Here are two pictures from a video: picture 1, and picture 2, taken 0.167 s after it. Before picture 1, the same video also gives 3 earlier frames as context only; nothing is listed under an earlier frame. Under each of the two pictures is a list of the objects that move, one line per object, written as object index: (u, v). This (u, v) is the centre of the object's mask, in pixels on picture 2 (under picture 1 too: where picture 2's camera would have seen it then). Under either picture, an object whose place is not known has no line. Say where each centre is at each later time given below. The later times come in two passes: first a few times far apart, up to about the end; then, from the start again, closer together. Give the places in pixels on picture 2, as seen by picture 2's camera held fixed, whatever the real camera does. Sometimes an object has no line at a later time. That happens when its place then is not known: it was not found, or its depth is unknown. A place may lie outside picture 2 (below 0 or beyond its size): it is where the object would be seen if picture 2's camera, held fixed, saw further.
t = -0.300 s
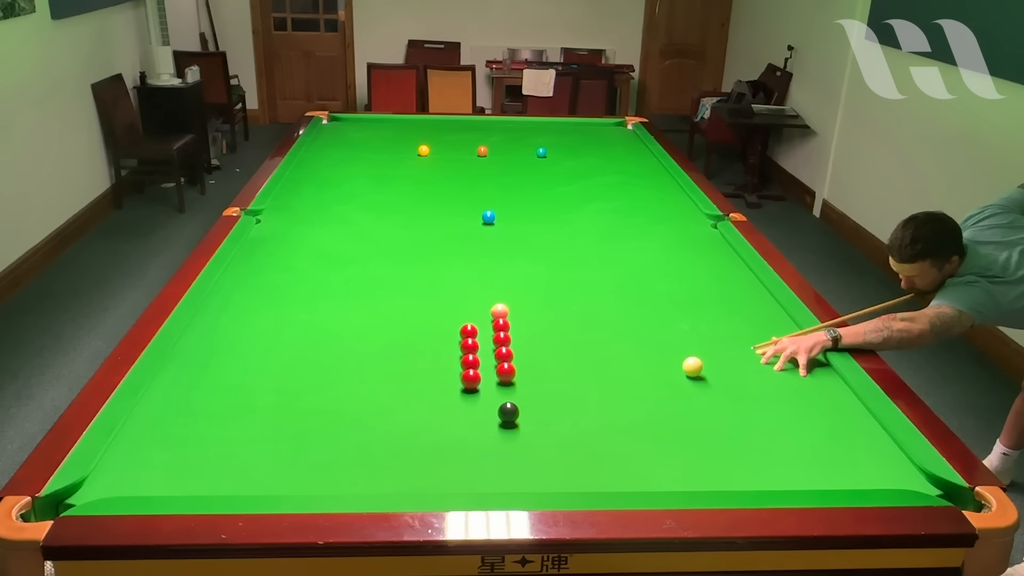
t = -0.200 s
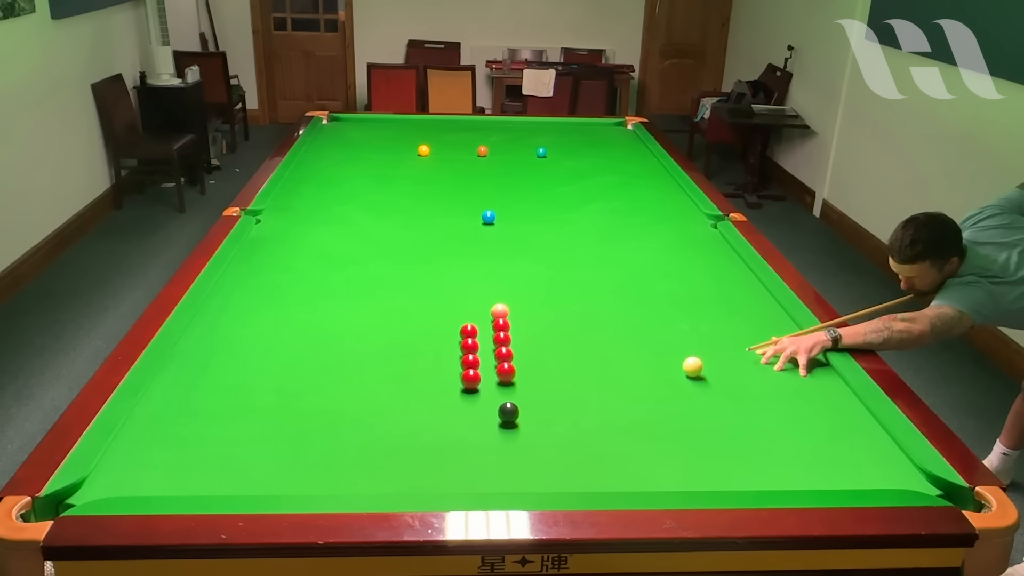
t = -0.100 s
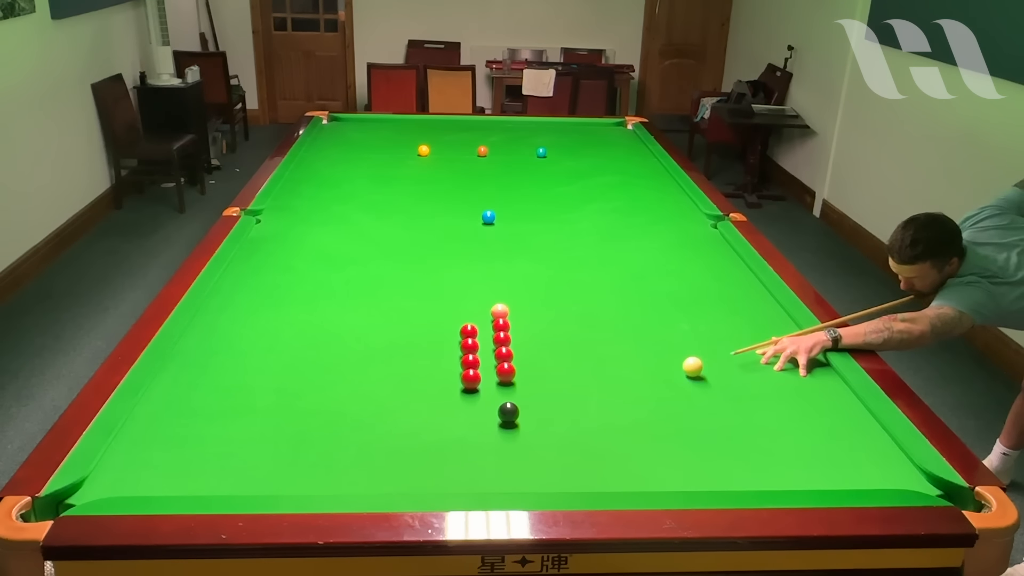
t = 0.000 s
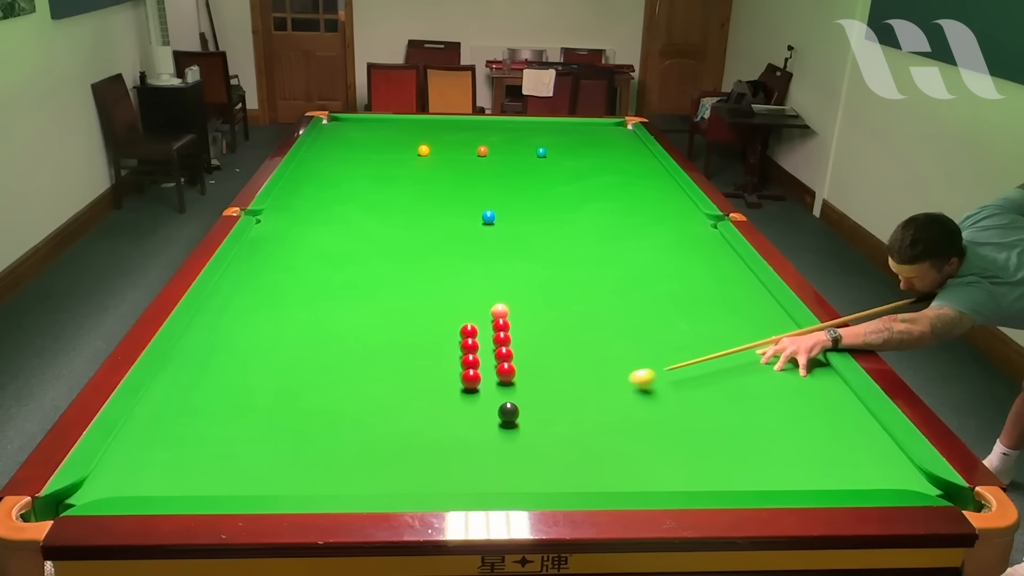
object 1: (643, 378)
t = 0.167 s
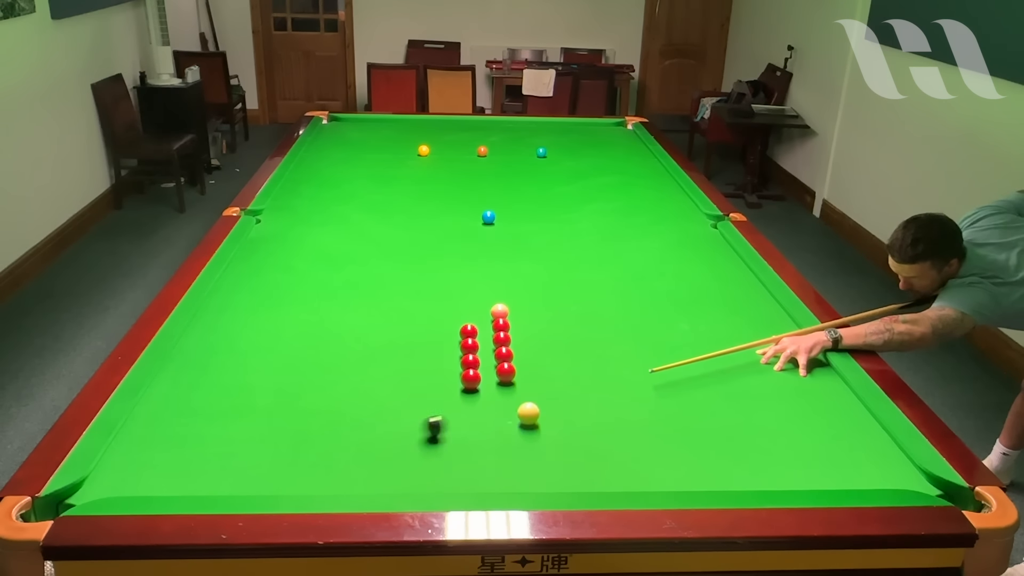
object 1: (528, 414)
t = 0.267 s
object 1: (522, 423)
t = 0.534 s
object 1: (465, 454)
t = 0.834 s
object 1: (383, 484)
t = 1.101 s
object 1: (328, 466)
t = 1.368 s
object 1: (277, 449)
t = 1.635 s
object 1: (232, 433)
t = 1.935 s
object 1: (186, 417)
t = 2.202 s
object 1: (150, 404)
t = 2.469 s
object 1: (177, 393)
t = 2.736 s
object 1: (204, 384)
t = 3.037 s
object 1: (231, 375)
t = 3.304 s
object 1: (252, 368)
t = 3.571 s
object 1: (269, 363)
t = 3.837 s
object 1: (285, 358)
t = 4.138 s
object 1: (299, 353)
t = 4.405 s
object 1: (310, 350)
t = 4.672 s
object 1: (318, 347)
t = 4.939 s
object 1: (325, 345)
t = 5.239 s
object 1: (331, 343)
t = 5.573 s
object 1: (335, 341)
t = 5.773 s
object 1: (335, 342)
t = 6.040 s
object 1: (336, 341)
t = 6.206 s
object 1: (335, 341)
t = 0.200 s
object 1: (527, 416)
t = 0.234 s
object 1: (525, 420)
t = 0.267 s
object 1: (522, 423)
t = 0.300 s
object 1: (518, 426)
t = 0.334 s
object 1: (513, 429)
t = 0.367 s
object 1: (506, 433)
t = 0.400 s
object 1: (499, 437)
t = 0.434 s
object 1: (492, 441)
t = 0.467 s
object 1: (483, 445)
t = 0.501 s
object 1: (474, 449)
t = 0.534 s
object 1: (465, 454)
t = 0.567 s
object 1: (457, 459)
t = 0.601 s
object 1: (447, 463)
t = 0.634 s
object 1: (438, 467)
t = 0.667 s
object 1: (429, 472)
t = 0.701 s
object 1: (419, 477)
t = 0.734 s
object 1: (410, 481)
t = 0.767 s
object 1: (400, 484)
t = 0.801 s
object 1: (390, 486)
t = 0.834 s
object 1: (383, 484)
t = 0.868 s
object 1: (376, 482)
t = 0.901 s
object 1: (369, 480)
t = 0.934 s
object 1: (362, 478)
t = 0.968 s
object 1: (355, 476)
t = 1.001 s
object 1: (348, 473)
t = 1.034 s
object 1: (341, 471)
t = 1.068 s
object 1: (334, 469)
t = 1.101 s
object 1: (328, 466)
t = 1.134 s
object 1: (321, 464)
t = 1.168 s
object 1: (315, 462)
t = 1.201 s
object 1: (308, 460)
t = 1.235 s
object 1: (302, 457)
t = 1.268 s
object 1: (296, 455)
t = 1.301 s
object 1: (289, 453)
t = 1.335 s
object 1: (283, 451)
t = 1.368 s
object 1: (277, 449)
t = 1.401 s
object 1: (272, 447)
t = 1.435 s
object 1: (266, 444)
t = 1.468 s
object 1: (260, 443)
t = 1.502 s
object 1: (254, 440)
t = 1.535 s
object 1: (249, 439)
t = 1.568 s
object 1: (243, 436)
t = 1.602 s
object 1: (237, 435)
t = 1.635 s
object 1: (232, 433)
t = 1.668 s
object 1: (227, 431)
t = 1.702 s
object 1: (222, 429)
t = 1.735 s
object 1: (216, 427)
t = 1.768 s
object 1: (211, 426)
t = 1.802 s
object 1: (206, 424)
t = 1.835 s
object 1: (201, 422)
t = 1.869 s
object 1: (196, 420)
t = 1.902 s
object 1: (191, 419)
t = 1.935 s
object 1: (186, 417)
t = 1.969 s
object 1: (181, 415)
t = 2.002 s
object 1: (177, 414)
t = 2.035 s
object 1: (172, 412)
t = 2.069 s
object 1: (167, 410)
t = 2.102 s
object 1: (163, 409)
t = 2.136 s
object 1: (158, 407)
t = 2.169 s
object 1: (154, 406)
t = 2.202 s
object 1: (150, 404)
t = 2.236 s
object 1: (149, 403)
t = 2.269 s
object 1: (154, 401)
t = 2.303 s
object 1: (158, 400)
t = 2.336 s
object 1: (162, 399)
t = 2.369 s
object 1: (166, 397)
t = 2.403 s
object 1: (170, 396)
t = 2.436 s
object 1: (173, 395)
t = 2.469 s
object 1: (177, 393)
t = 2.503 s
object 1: (181, 392)
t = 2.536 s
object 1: (184, 391)
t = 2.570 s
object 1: (188, 390)
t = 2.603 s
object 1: (191, 389)
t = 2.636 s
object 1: (195, 387)
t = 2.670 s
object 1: (198, 386)
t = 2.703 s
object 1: (201, 385)
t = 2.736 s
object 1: (204, 384)
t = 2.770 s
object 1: (208, 383)
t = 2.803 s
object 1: (211, 382)
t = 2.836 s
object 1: (214, 381)
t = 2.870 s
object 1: (217, 380)
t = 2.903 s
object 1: (220, 379)
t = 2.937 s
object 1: (223, 378)
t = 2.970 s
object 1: (225, 377)
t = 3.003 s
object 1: (228, 376)
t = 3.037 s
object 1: (231, 375)
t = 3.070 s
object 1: (234, 375)
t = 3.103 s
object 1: (236, 373)
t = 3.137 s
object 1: (239, 373)
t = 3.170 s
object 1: (241, 372)
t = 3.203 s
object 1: (244, 371)
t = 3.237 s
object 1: (246, 370)
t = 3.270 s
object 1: (249, 369)
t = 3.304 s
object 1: (252, 368)
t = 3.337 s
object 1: (254, 368)
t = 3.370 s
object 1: (256, 367)
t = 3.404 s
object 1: (258, 366)
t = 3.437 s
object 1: (261, 366)
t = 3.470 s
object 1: (263, 365)
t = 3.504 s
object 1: (265, 364)
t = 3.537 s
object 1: (267, 364)
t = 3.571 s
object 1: (269, 363)
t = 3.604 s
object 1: (271, 362)
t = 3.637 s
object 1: (273, 362)
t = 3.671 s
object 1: (275, 361)
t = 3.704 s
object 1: (277, 360)
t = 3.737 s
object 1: (279, 360)
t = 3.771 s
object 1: (281, 359)
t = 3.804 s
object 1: (283, 358)
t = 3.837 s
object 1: (285, 358)
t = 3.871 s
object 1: (287, 358)
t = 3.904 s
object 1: (288, 357)
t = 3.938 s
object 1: (290, 356)
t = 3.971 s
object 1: (292, 356)
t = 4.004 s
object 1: (293, 355)
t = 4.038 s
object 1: (295, 355)
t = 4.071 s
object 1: (296, 354)
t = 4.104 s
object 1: (298, 354)
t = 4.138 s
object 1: (299, 353)
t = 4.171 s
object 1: (301, 353)
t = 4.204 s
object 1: (302, 352)
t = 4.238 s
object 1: (303, 352)
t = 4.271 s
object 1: (304, 352)
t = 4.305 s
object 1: (306, 351)
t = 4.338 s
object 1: (307, 351)
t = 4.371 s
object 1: (308, 351)
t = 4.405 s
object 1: (310, 350)
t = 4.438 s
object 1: (311, 350)
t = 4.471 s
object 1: (312, 349)
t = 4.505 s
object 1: (313, 349)
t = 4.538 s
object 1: (314, 349)
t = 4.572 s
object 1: (316, 348)
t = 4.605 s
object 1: (316, 348)
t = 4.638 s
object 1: (317, 348)
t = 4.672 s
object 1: (318, 347)
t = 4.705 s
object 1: (319, 347)
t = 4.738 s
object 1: (320, 347)
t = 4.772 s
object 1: (321, 347)
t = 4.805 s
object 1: (322, 346)
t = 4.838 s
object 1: (323, 346)
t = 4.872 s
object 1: (324, 346)
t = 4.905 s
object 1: (324, 345)
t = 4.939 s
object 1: (325, 345)
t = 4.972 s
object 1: (326, 345)
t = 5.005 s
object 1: (326, 345)
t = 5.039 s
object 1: (327, 345)
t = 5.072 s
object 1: (328, 344)
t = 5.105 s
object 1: (328, 344)
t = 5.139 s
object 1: (329, 344)
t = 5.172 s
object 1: (329, 344)
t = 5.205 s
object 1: (331, 343)
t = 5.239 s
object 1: (331, 343)
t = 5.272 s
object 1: (331, 343)
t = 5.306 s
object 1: (331, 343)
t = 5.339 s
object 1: (332, 343)
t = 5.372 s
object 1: (327, 340)
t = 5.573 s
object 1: (335, 341)
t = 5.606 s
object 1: (335, 342)
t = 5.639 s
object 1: (335, 342)
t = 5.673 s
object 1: (335, 341)
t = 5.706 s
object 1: (335, 341)
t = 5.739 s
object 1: (335, 342)
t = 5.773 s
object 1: (335, 342)
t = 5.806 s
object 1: (335, 341)
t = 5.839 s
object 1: (335, 341)
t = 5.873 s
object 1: (335, 341)
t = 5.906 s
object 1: (336, 341)
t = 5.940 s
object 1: (335, 341)
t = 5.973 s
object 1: (336, 341)
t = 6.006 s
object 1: (336, 341)
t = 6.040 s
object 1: (336, 341)
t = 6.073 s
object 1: (335, 341)
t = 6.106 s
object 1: (336, 341)
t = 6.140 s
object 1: (335, 341)
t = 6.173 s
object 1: (335, 341)
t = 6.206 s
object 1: (335, 341)
